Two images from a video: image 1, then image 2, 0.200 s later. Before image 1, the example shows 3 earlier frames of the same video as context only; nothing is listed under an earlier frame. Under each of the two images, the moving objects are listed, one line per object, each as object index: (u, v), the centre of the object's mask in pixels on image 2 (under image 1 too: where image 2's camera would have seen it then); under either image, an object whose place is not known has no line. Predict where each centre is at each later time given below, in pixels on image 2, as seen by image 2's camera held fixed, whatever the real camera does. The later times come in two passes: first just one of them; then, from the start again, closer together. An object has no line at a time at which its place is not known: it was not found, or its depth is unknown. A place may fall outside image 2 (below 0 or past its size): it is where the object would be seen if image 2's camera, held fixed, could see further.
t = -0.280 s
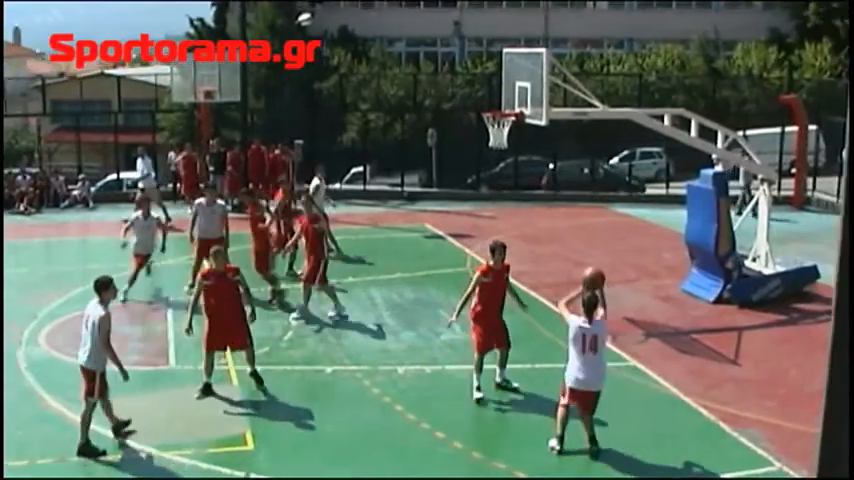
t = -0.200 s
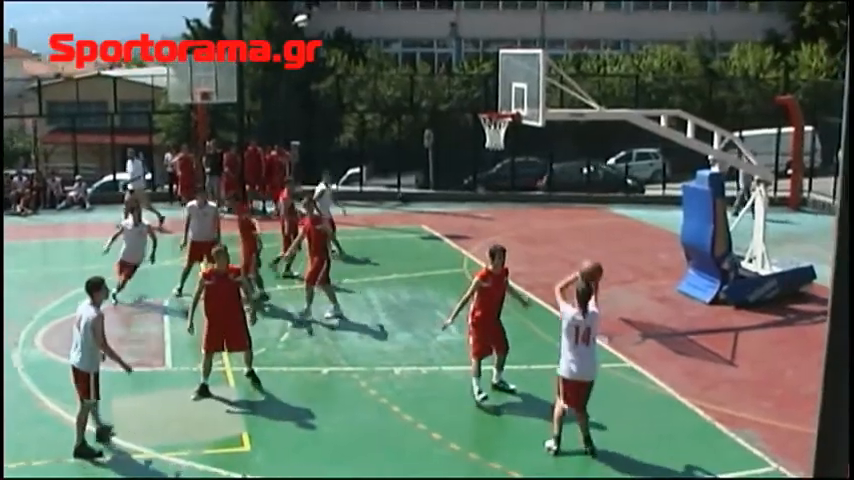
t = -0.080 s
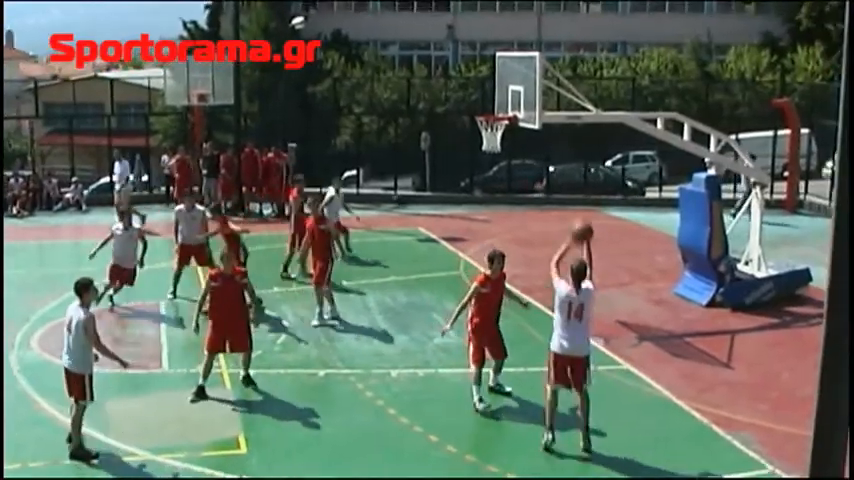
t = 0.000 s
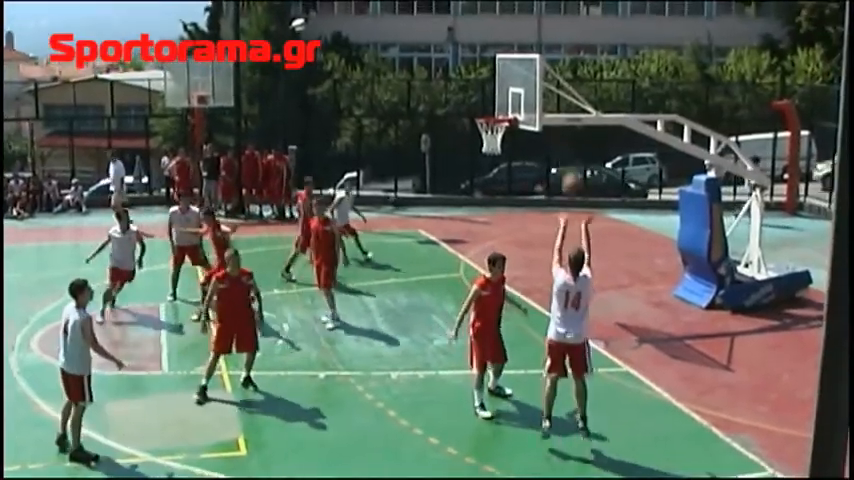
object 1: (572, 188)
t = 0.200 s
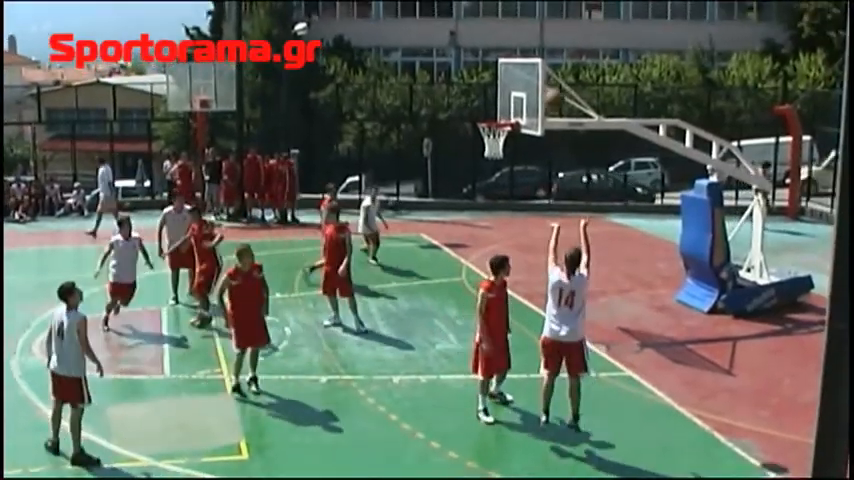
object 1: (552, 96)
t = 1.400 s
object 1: (502, 125)
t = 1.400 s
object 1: (502, 125)
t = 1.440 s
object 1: (505, 131)
